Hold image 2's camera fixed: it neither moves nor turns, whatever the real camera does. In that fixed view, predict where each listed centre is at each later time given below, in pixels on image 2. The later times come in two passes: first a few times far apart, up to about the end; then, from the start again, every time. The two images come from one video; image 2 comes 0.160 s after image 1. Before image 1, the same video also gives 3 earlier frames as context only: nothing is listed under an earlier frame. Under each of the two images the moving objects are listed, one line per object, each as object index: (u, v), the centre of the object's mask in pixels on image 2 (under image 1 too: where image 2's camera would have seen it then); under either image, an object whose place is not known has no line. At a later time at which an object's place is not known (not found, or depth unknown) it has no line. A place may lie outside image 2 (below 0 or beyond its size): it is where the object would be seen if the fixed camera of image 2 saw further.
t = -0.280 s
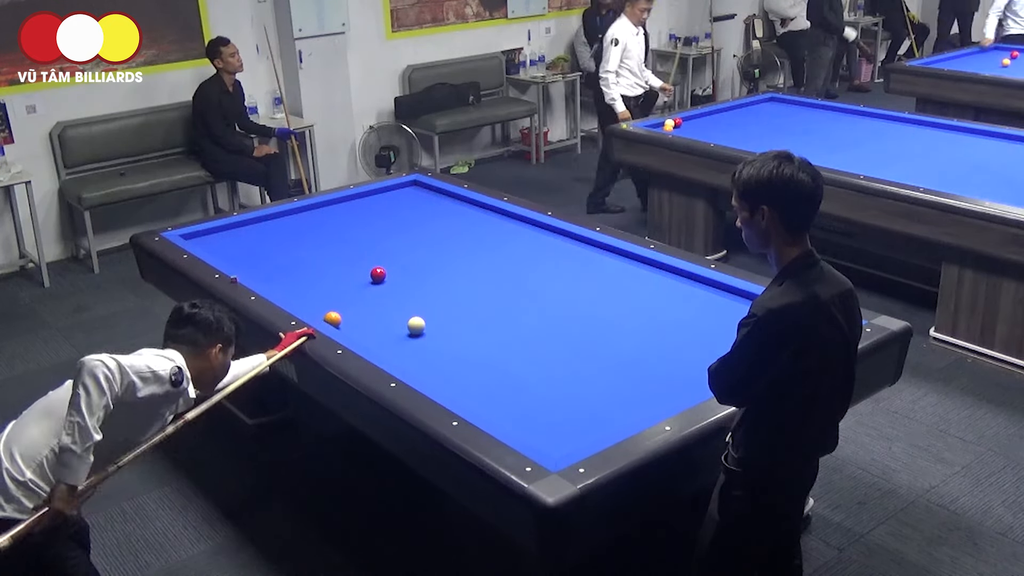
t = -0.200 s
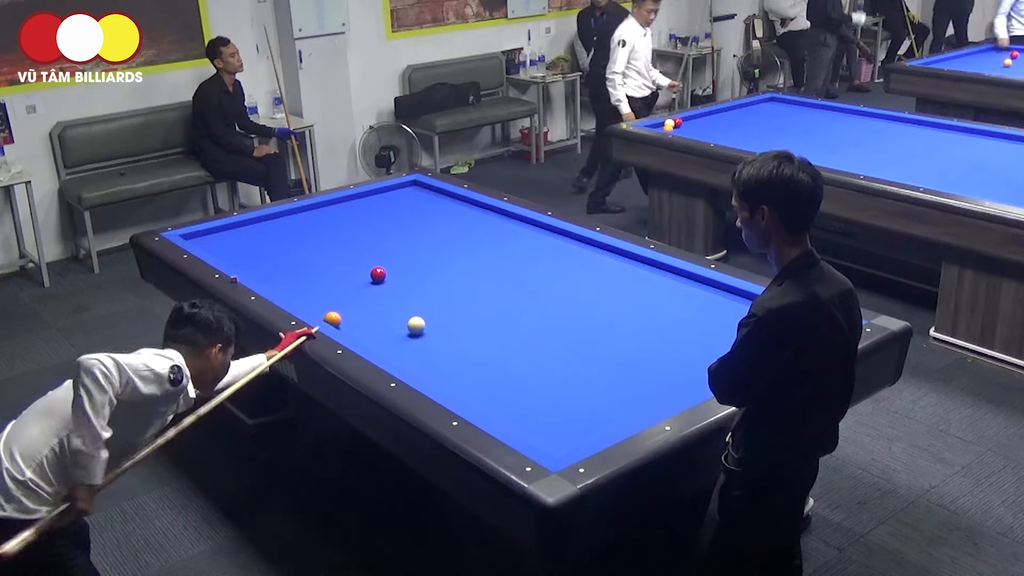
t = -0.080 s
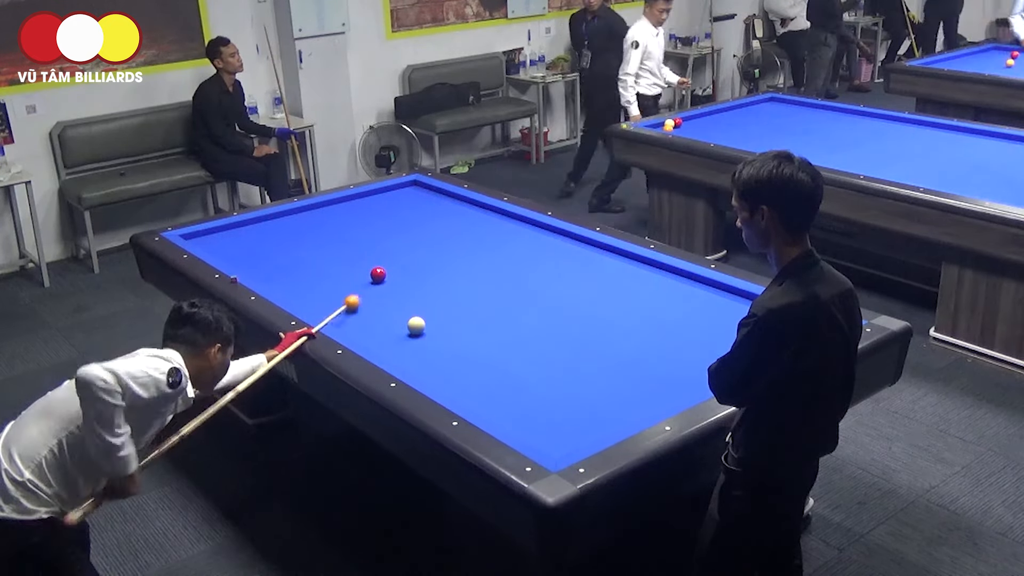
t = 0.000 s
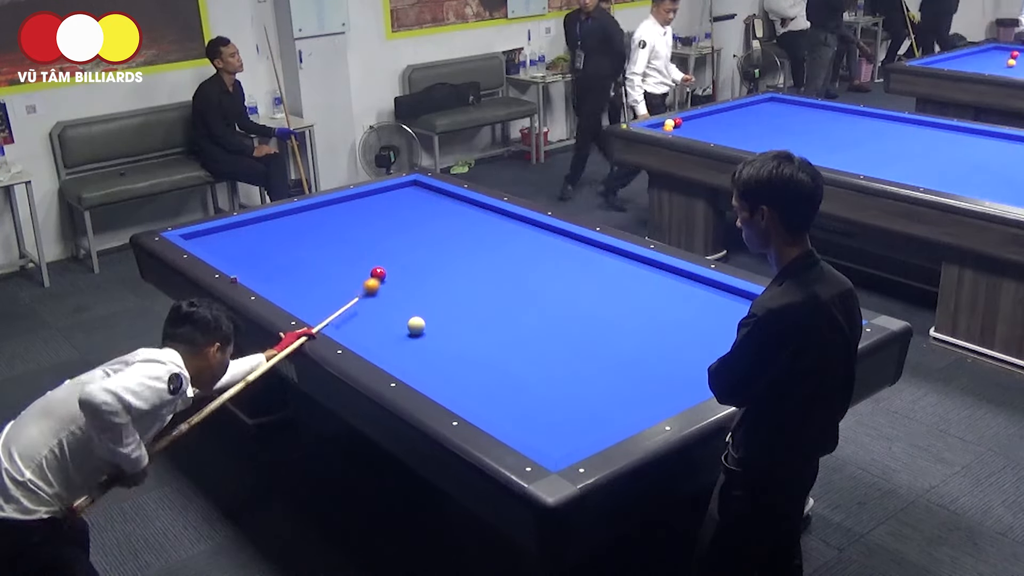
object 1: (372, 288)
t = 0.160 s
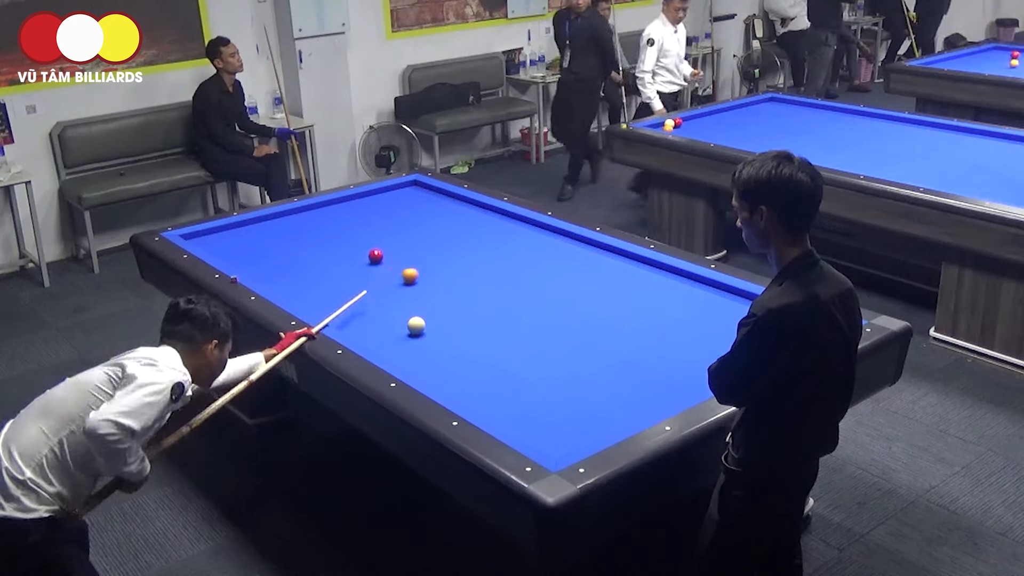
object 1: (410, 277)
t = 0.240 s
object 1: (429, 273)
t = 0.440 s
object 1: (473, 260)
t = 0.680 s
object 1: (522, 246)
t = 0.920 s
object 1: (558, 235)
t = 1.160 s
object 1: (532, 246)
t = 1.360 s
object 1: (513, 254)
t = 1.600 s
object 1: (490, 265)
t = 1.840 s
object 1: (467, 275)
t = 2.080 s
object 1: (442, 286)
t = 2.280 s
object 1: (422, 296)
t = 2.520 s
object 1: (396, 307)
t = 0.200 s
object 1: (420, 275)
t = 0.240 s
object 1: (429, 273)
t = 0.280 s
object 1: (438, 271)
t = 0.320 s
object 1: (447, 268)
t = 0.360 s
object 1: (456, 266)
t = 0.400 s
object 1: (464, 263)
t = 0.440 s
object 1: (473, 260)
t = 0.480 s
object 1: (481, 258)
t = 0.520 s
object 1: (490, 255)
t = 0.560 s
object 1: (498, 253)
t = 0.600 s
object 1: (506, 250)
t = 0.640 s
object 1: (514, 248)
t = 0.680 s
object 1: (522, 246)
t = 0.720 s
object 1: (529, 243)
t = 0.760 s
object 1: (537, 241)
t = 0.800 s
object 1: (545, 238)
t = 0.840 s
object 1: (552, 236)
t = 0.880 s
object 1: (560, 234)
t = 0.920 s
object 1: (558, 235)
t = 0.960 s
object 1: (554, 237)
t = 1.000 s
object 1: (548, 239)
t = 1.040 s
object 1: (544, 241)
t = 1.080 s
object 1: (540, 243)
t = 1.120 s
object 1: (536, 244)
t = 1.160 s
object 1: (532, 246)
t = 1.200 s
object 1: (529, 248)
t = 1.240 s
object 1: (525, 249)
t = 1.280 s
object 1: (521, 251)
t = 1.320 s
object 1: (517, 253)
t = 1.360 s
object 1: (513, 254)
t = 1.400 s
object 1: (510, 256)
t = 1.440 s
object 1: (506, 258)
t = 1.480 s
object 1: (502, 259)
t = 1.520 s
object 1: (498, 261)
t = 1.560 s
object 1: (494, 263)
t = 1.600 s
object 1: (490, 265)
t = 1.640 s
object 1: (486, 266)
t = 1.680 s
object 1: (483, 268)
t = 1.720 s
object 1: (479, 270)
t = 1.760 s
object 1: (475, 271)
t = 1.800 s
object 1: (471, 273)
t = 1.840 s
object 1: (467, 275)
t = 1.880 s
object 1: (463, 277)
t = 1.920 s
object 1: (459, 279)
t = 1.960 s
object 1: (455, 281)
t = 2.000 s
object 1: (451, 282)
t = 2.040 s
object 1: (446, 284)
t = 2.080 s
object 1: (442, 286)
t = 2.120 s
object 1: (438, 288)
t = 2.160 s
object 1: (434, 290)
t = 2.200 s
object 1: (430, 291)
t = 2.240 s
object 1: (426, 294)
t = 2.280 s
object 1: (422, 296)
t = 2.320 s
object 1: (417, 297)
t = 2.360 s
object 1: (413, 299)
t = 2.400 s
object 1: (409, 301)
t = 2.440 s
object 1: (405, 303)
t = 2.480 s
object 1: (400, 305)
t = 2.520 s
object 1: (396, 307)
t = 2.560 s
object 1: (391, 309)
